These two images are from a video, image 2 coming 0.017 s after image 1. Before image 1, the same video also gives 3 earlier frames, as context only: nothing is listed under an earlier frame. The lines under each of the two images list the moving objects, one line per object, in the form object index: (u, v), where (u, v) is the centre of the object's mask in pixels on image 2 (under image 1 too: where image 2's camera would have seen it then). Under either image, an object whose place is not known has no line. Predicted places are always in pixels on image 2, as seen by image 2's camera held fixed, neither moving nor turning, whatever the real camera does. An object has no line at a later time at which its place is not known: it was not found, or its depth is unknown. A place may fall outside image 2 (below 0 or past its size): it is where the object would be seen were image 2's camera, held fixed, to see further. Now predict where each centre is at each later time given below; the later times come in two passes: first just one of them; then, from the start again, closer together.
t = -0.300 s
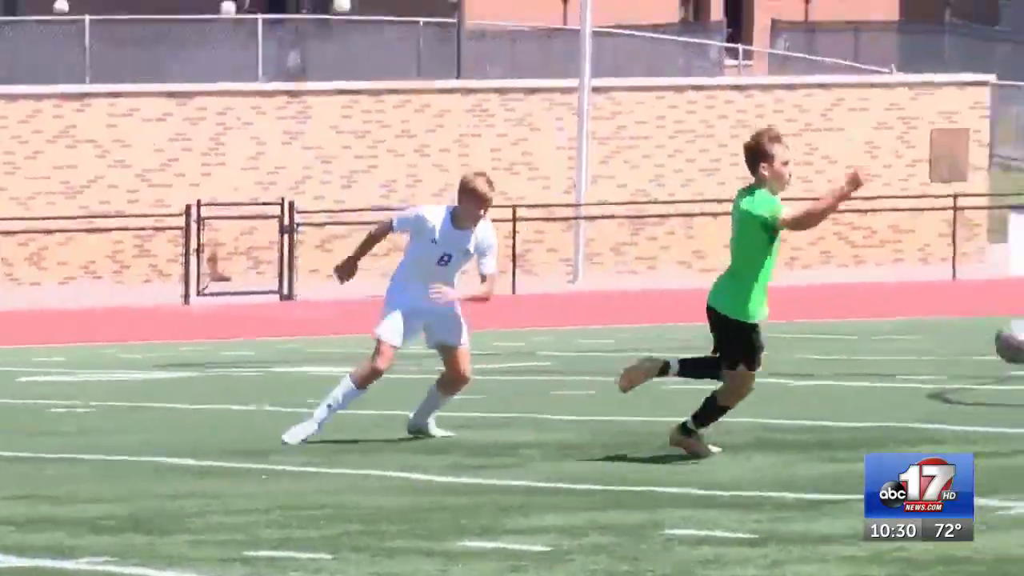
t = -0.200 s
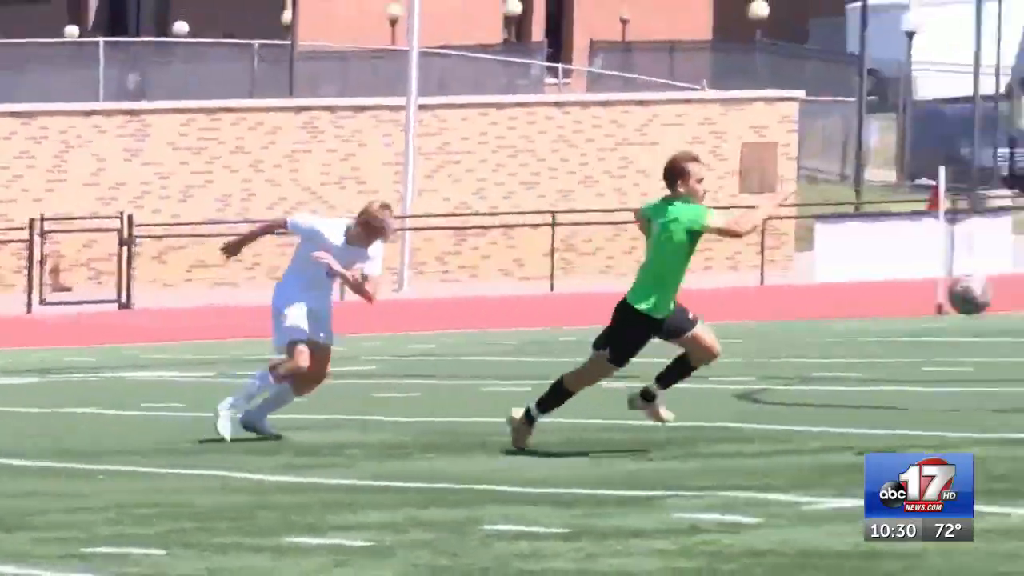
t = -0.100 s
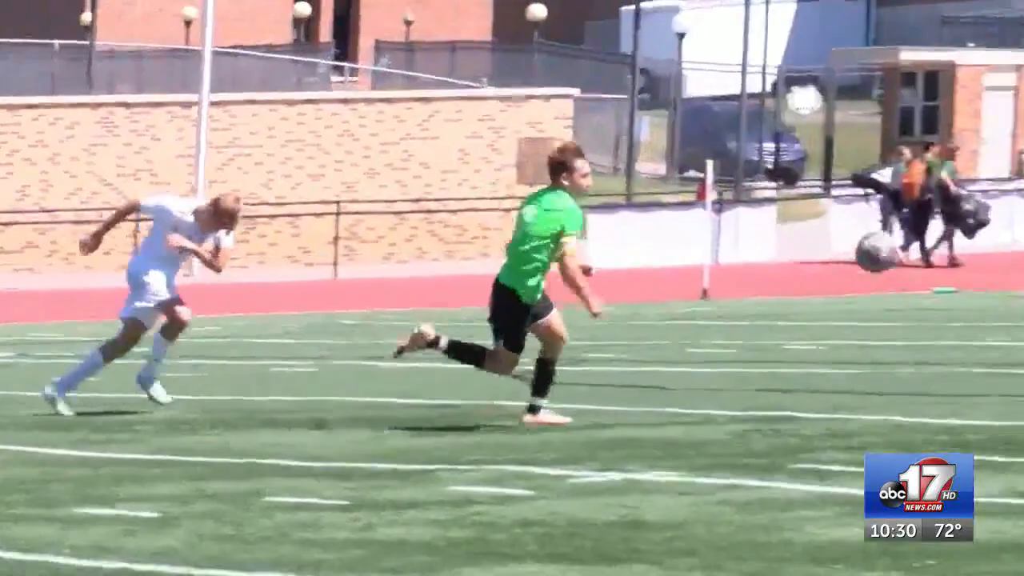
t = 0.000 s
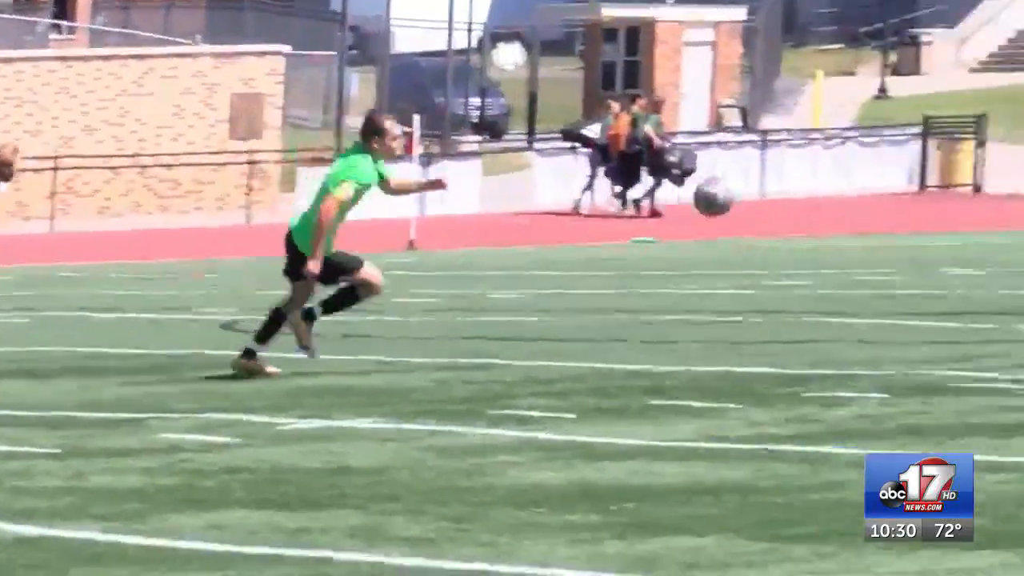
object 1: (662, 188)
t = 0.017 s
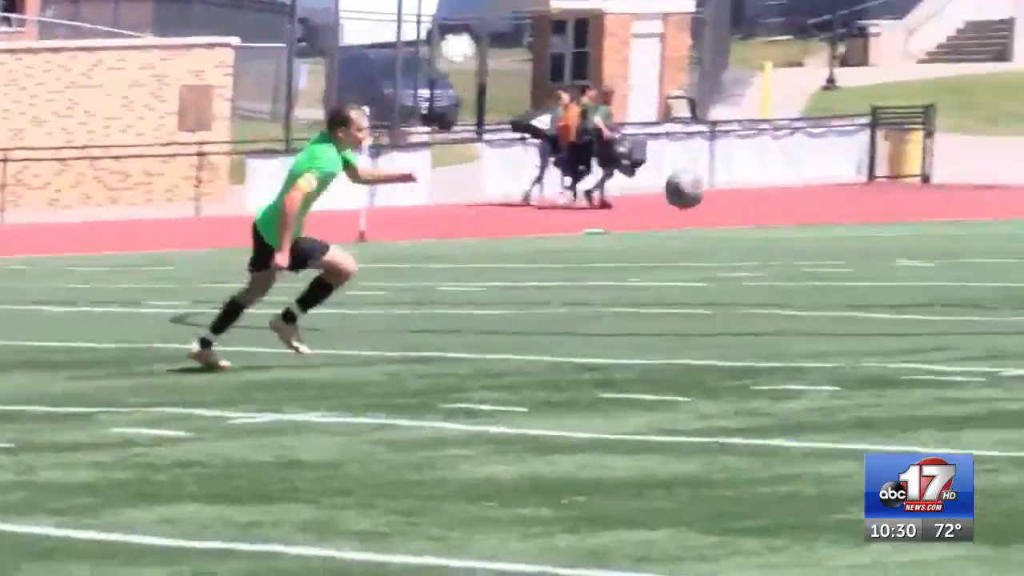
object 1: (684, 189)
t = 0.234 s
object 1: (970, 250)
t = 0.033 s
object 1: (707, 190)
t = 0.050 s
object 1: (726, 193)
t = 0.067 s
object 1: (749, 192)
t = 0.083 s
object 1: (771, 195)
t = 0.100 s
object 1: (793, 198)
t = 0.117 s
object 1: (815, 202)
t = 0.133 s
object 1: (837, 206)
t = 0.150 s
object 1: (859, 210)
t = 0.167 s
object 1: (881, 216)
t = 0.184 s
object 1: (903, 224)
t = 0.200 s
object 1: (924, 230)
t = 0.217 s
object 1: (947, 241)
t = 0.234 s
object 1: (970, 250)
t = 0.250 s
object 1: (995, 261)
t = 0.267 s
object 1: (1018, 270)
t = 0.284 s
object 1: (1041, 281)
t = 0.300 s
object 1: (1065, 292)
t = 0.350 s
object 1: (1139, 330)
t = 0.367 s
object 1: (1164, 344)
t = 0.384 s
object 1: (1187, 348)
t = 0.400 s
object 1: (1209, 336)
